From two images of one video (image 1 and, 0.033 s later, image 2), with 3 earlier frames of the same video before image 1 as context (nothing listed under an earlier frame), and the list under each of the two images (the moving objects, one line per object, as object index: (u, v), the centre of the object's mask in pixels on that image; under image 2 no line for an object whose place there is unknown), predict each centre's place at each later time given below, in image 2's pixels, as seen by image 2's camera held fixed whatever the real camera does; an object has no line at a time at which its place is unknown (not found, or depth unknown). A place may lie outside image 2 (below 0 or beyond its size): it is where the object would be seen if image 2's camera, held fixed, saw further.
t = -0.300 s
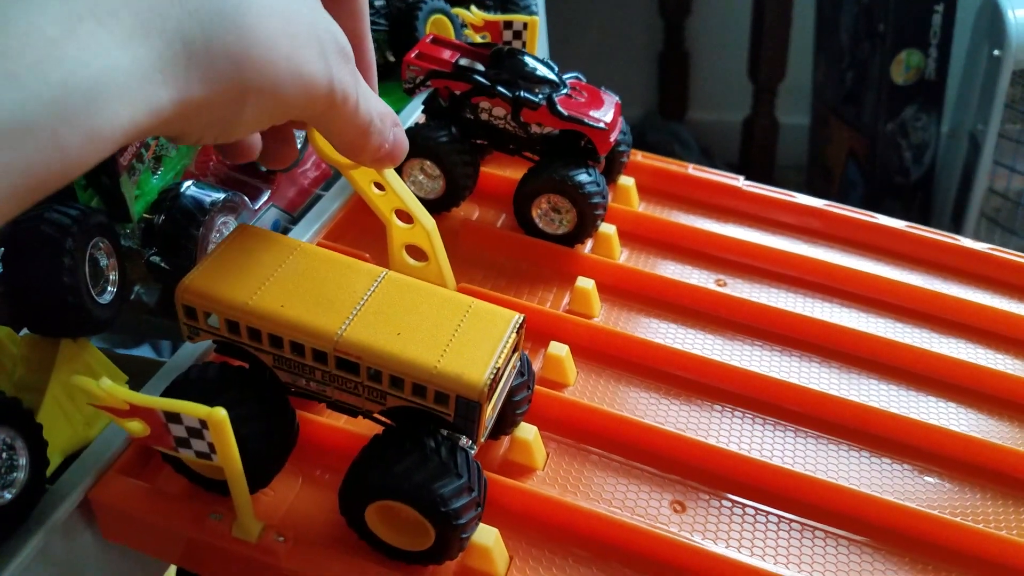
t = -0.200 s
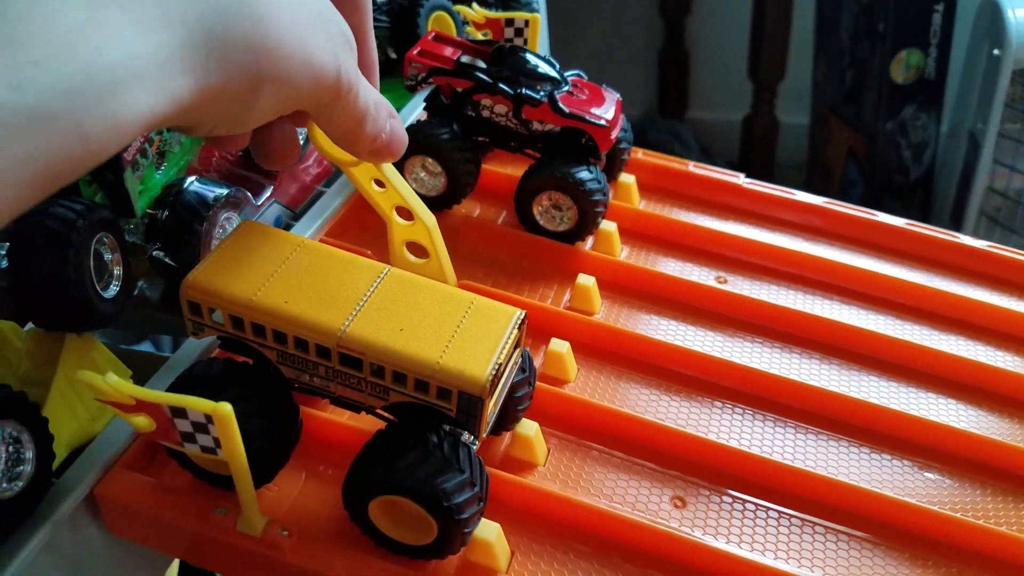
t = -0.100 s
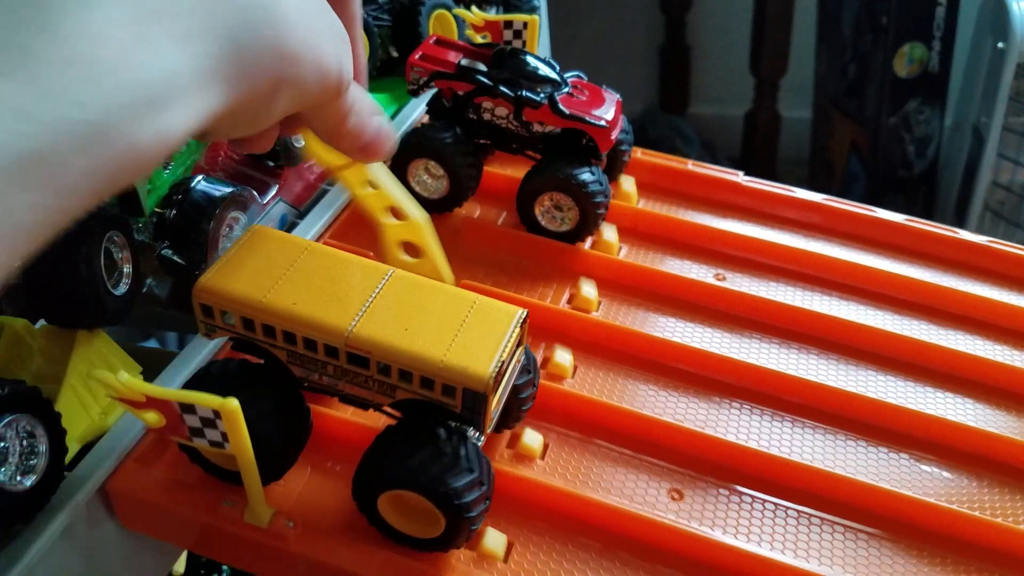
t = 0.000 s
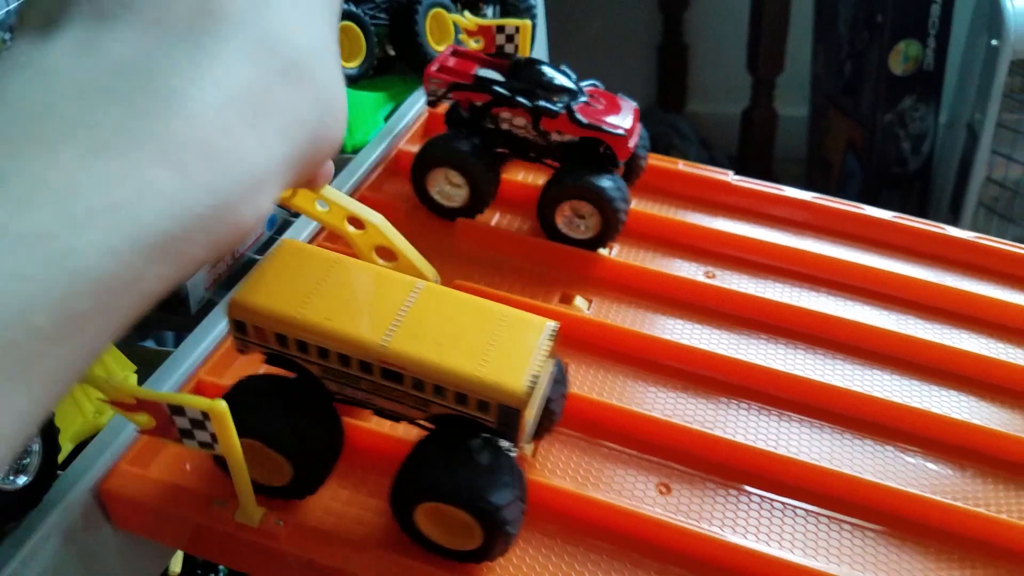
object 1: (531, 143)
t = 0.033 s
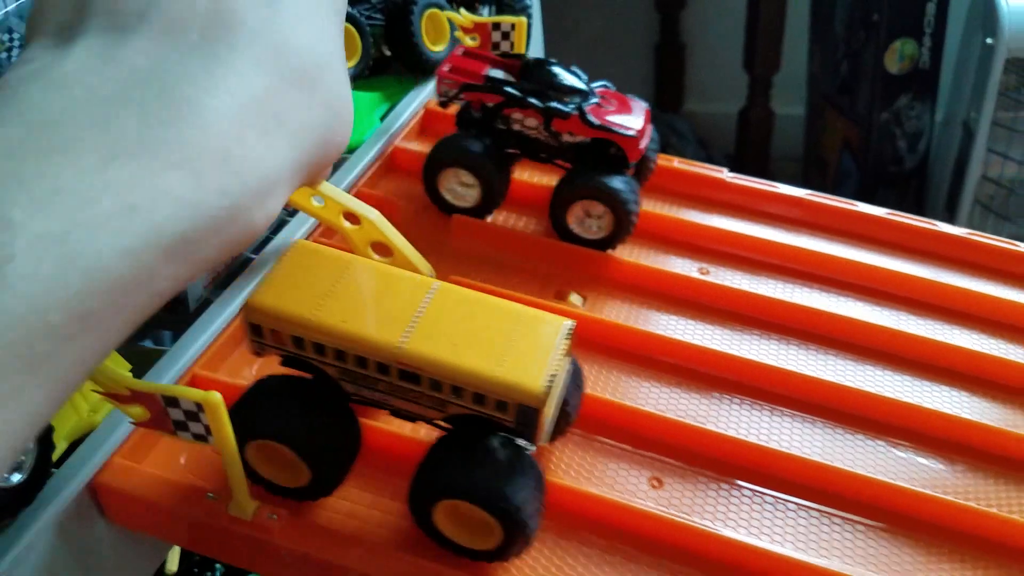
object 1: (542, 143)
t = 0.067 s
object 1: (547, 143)
